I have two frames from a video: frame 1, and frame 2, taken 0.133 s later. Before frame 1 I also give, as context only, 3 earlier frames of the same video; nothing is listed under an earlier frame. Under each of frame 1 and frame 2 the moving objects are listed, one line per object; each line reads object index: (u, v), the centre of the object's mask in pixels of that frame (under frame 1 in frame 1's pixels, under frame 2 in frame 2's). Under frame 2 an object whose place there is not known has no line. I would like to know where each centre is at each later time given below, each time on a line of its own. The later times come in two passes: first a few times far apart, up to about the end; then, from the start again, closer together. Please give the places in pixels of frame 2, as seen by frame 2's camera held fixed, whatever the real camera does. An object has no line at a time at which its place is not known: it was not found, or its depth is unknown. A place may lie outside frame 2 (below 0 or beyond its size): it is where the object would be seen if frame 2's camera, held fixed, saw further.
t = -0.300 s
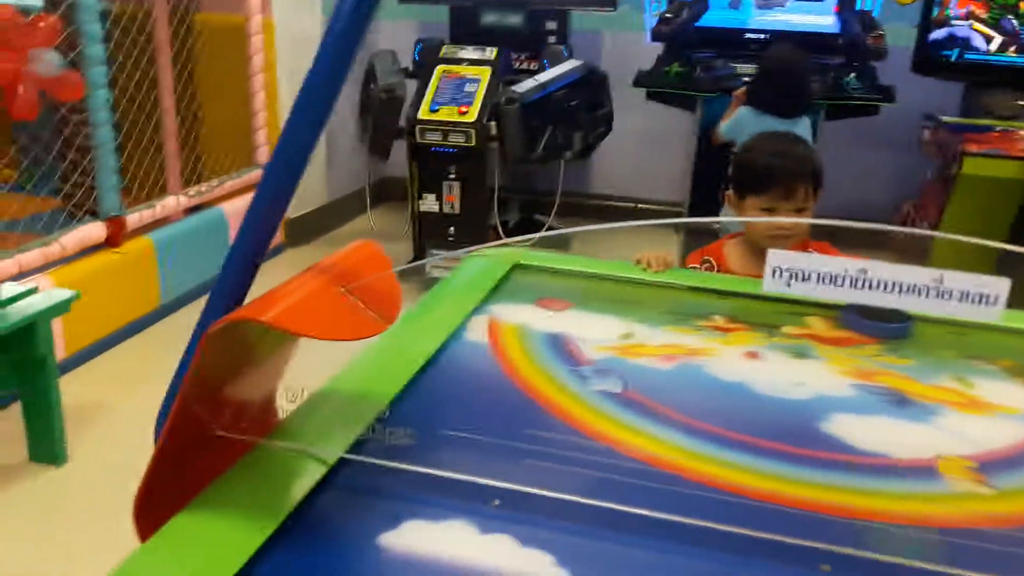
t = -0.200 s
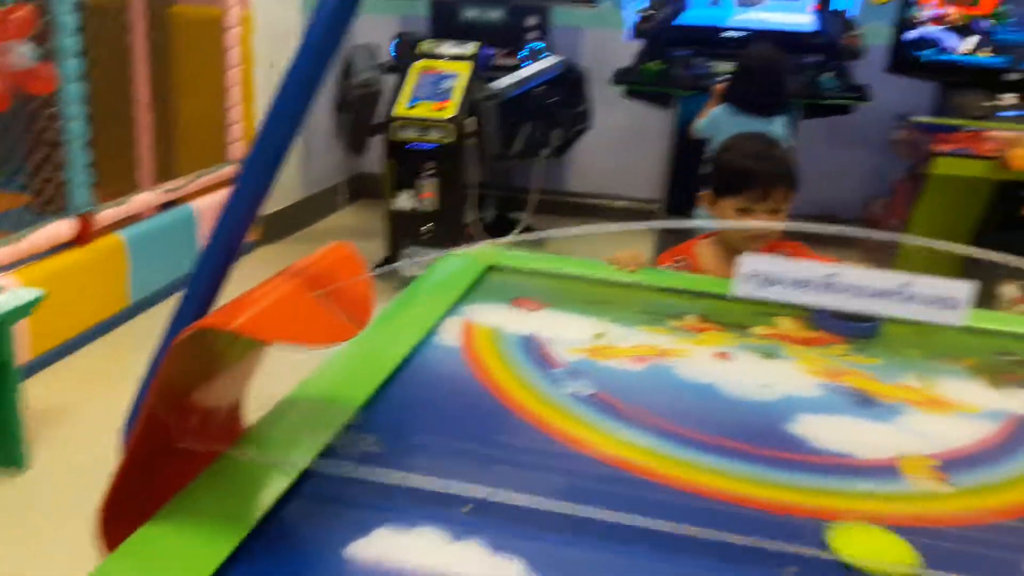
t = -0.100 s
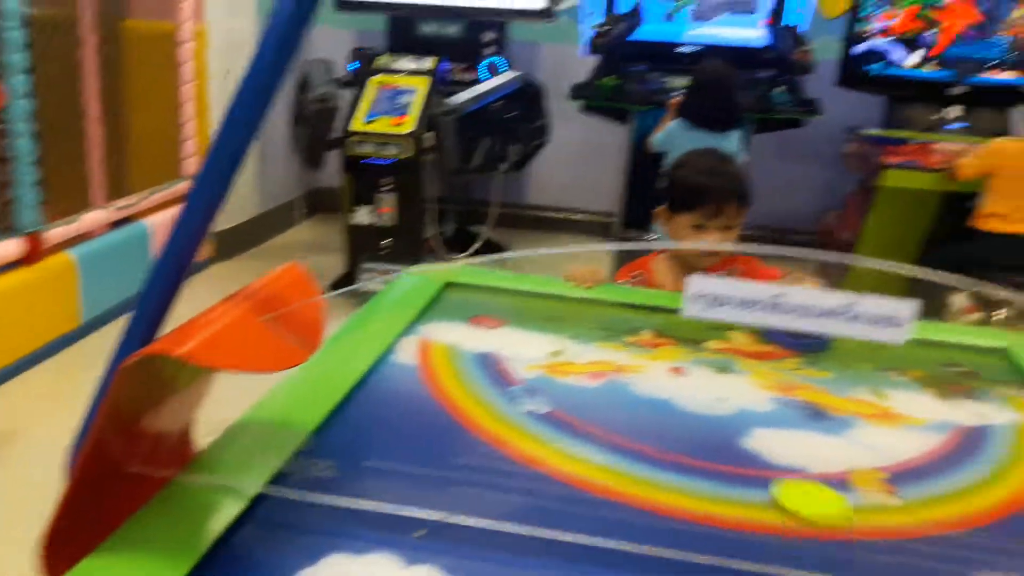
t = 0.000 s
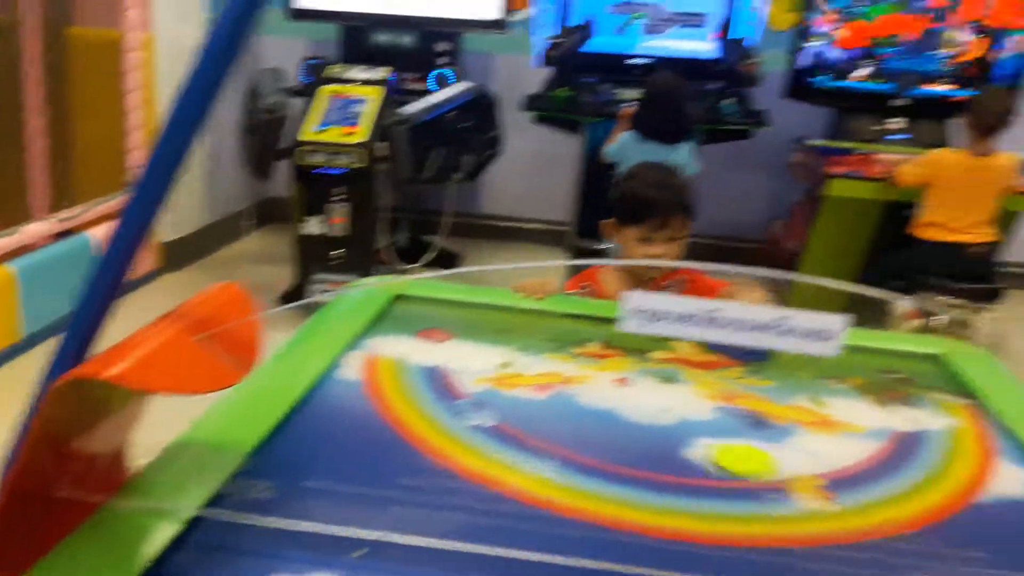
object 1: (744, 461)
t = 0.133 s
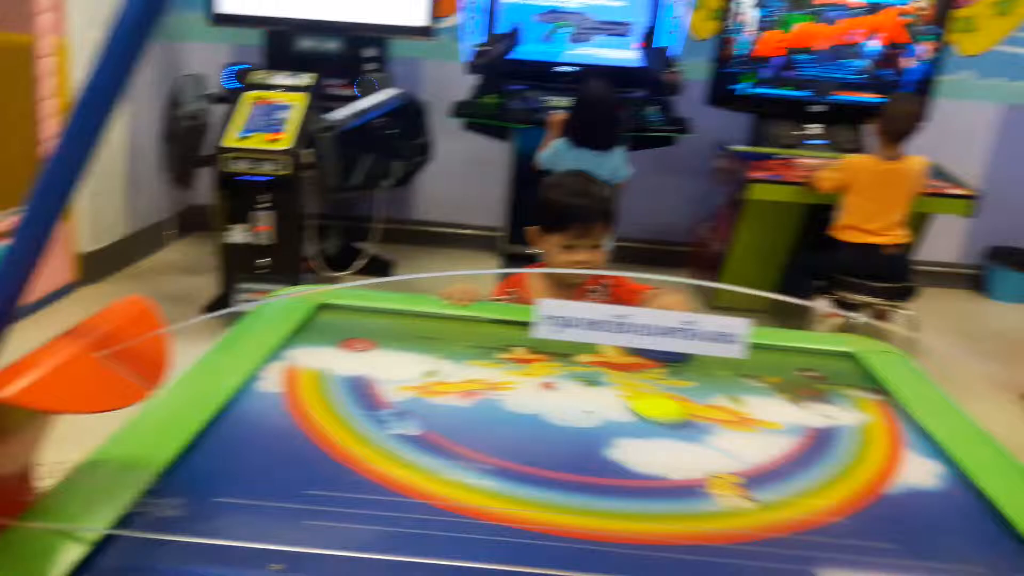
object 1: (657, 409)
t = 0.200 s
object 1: (653, 387)
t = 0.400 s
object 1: (636, 377)
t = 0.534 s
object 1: (619, 389)
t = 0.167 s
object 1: (654, 398)
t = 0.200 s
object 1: (653, 387)
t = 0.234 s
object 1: (650, 376)
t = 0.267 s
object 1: (652, 370)
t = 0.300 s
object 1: (648, 369)
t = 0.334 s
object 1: (644, 372)
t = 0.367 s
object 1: (639, 374)
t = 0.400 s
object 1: (636, 377)
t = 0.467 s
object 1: (627, 383)
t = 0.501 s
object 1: (624, 386)
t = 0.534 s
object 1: (619, 389)
